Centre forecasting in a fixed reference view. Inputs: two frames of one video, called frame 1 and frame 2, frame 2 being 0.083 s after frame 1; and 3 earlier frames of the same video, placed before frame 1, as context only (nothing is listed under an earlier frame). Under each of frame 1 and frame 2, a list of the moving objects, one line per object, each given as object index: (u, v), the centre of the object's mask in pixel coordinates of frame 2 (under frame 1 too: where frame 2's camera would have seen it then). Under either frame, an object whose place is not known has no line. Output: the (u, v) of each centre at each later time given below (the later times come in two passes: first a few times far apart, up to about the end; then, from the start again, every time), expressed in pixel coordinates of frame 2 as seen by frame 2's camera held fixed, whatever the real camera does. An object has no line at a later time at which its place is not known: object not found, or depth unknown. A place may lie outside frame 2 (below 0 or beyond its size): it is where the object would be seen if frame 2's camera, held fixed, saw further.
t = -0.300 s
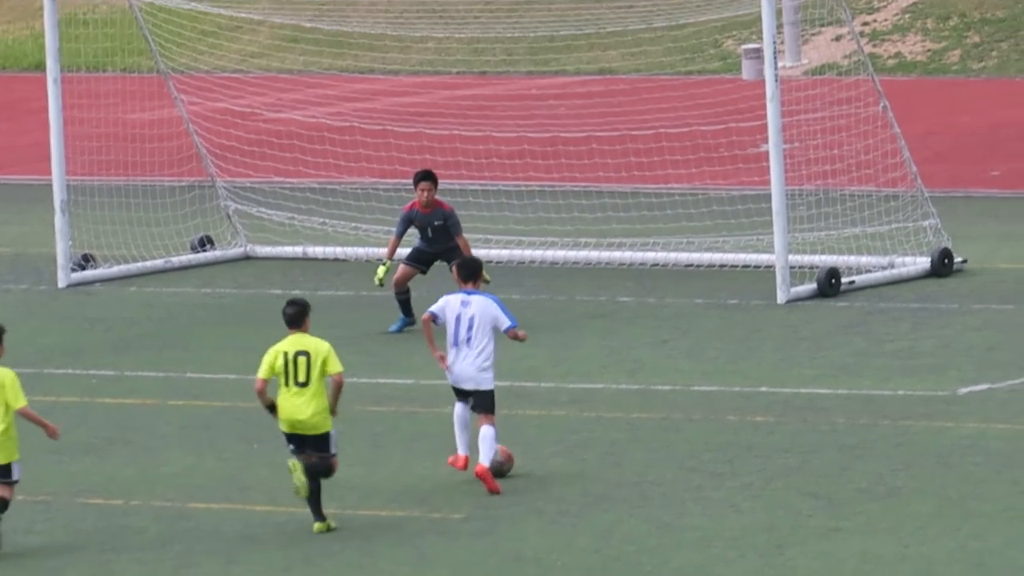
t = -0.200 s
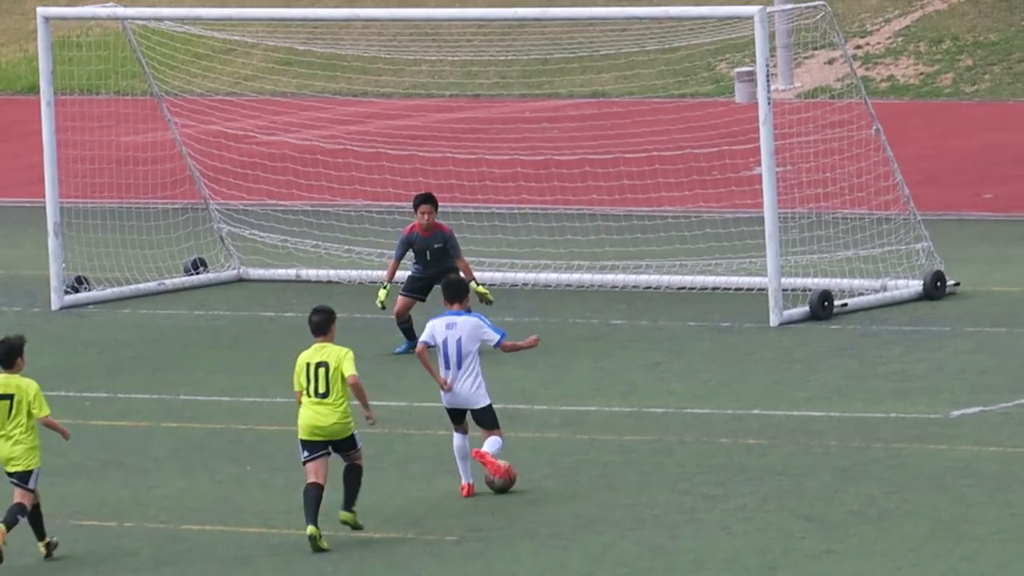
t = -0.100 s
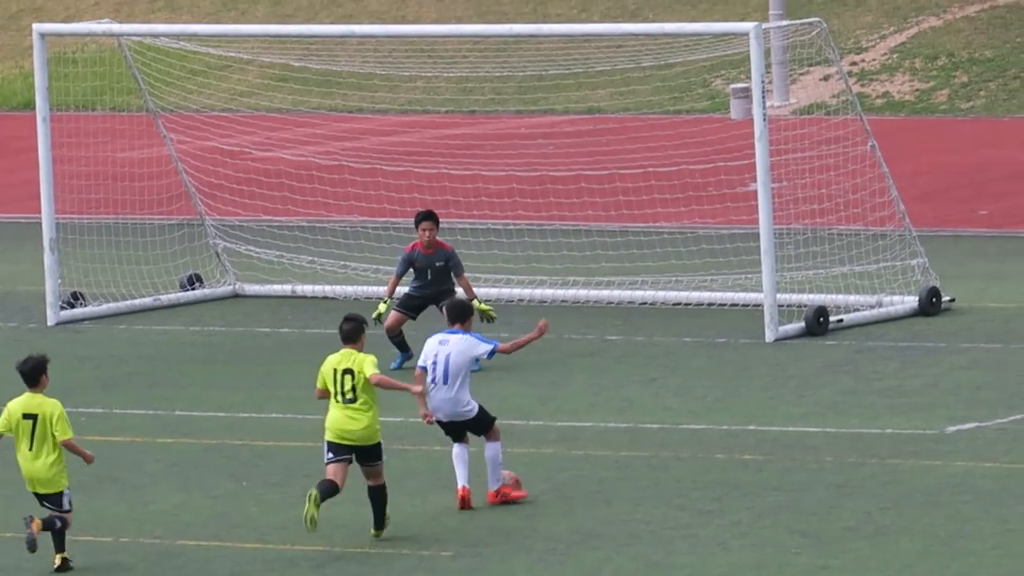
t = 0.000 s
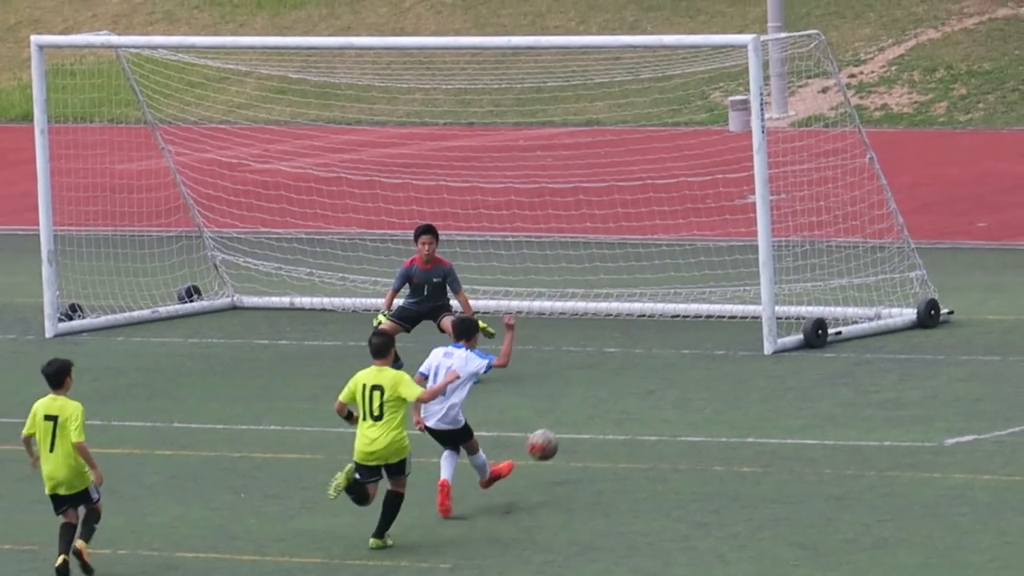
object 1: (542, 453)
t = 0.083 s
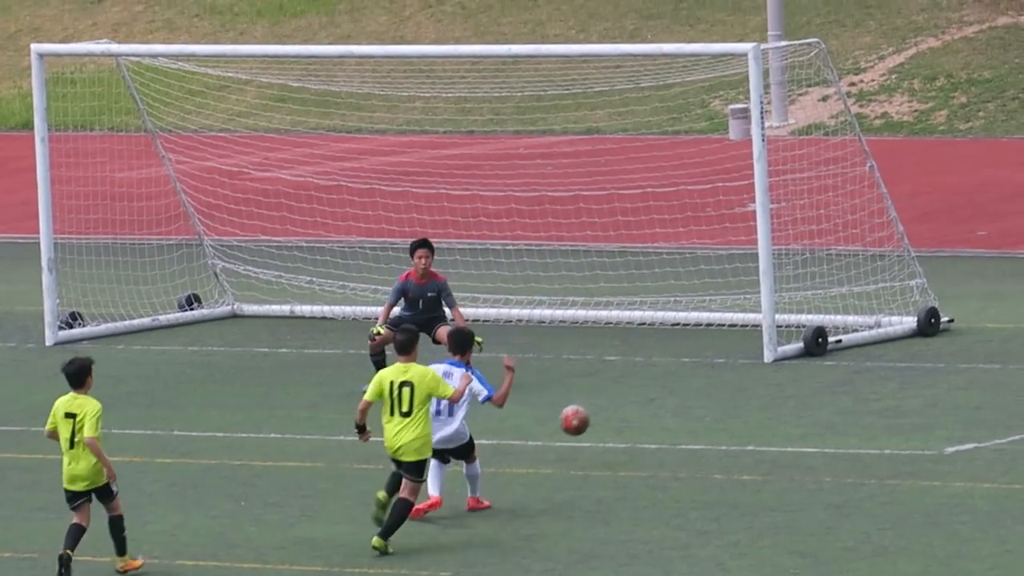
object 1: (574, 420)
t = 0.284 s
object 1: (641, 391)
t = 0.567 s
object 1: (701, 327)
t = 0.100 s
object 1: (580, 415)
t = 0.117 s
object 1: (587, 410)
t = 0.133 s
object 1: (593, 406)
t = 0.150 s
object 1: (598, 402)
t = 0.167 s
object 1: (604, 399)
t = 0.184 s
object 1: (609, 397)
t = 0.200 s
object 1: (615, 395)
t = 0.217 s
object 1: (621, 393)
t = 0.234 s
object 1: (626, 392)
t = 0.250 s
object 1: (631, 391)
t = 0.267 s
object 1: (636, 391)
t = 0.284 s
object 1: (641, 391)
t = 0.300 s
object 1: (646, 392)
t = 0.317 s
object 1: (651, 392)
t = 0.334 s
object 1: (655, 391)
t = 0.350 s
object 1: (659, 383)
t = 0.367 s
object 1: (662, 376)
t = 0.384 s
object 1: (665, 369)
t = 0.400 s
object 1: (669, 363)
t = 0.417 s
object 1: (671, 358)
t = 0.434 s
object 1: (675, 352)
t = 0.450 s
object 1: (678, 347)
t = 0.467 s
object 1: (681, 343)
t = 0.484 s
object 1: (684, 339)
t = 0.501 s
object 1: (688, 336)
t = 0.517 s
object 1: (691, 334)
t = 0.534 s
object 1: (694, 330)
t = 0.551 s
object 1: (698, 329)
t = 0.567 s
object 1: (701, 327)
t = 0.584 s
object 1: (704, 326)
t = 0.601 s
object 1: (706, 326)
